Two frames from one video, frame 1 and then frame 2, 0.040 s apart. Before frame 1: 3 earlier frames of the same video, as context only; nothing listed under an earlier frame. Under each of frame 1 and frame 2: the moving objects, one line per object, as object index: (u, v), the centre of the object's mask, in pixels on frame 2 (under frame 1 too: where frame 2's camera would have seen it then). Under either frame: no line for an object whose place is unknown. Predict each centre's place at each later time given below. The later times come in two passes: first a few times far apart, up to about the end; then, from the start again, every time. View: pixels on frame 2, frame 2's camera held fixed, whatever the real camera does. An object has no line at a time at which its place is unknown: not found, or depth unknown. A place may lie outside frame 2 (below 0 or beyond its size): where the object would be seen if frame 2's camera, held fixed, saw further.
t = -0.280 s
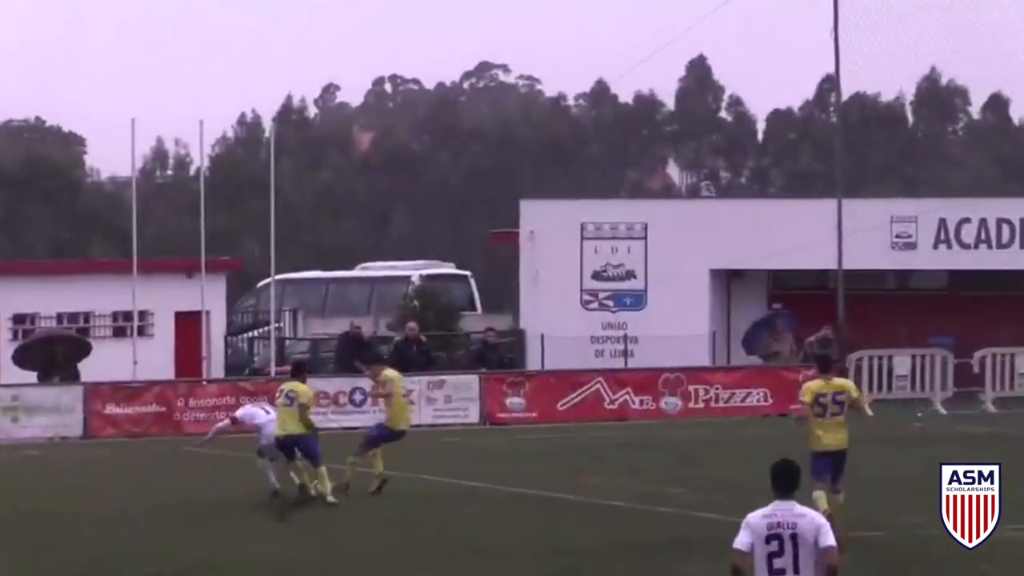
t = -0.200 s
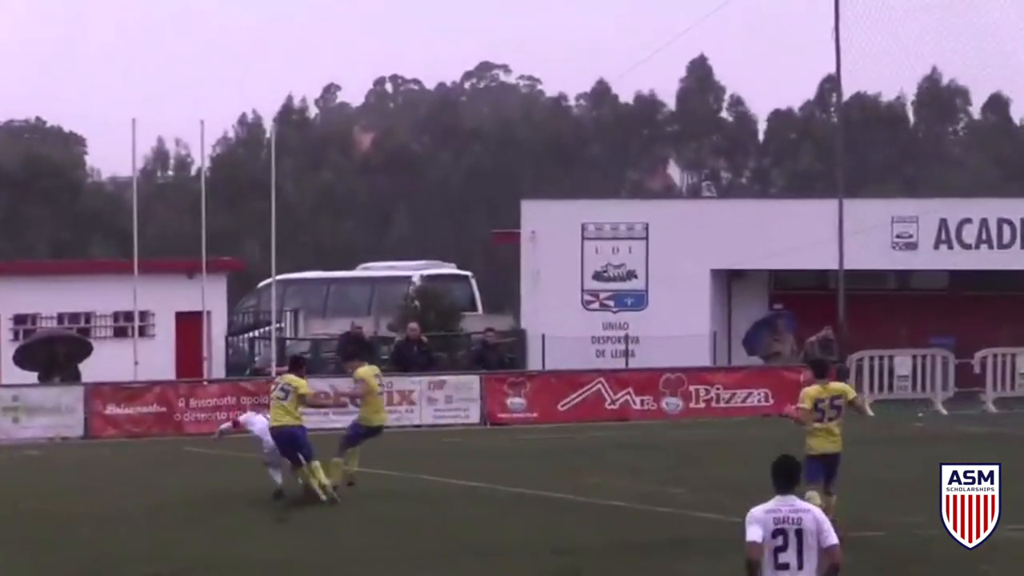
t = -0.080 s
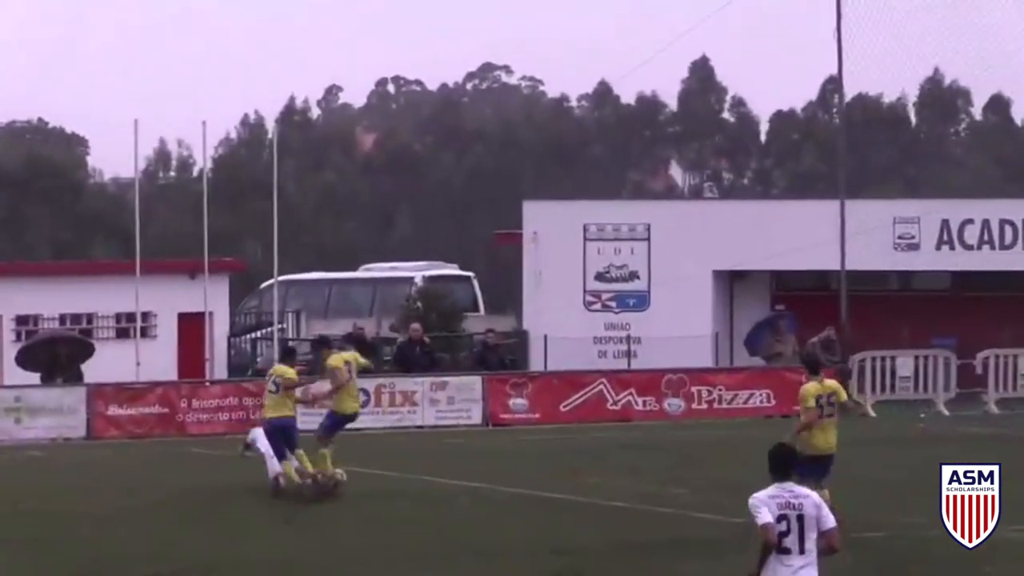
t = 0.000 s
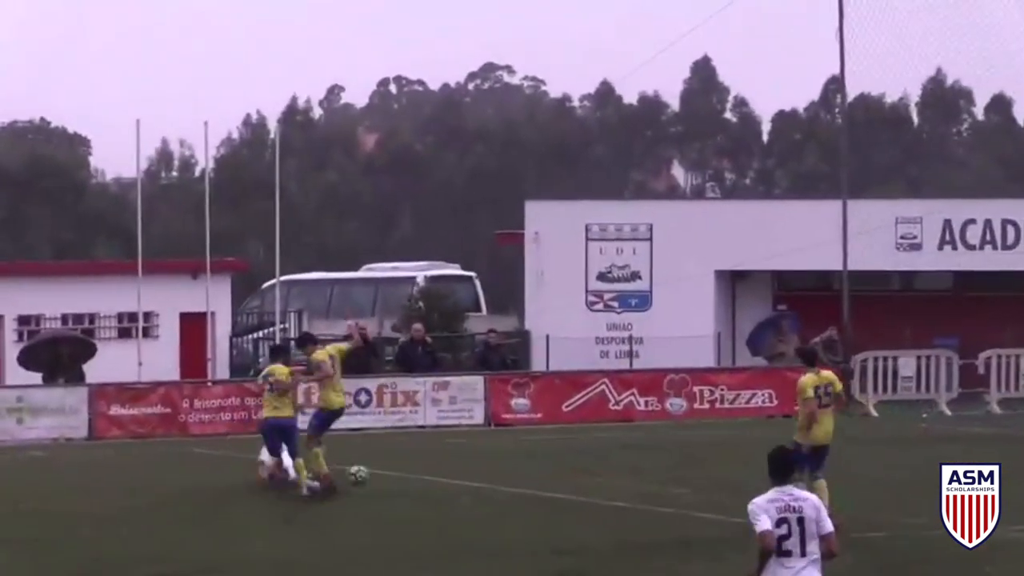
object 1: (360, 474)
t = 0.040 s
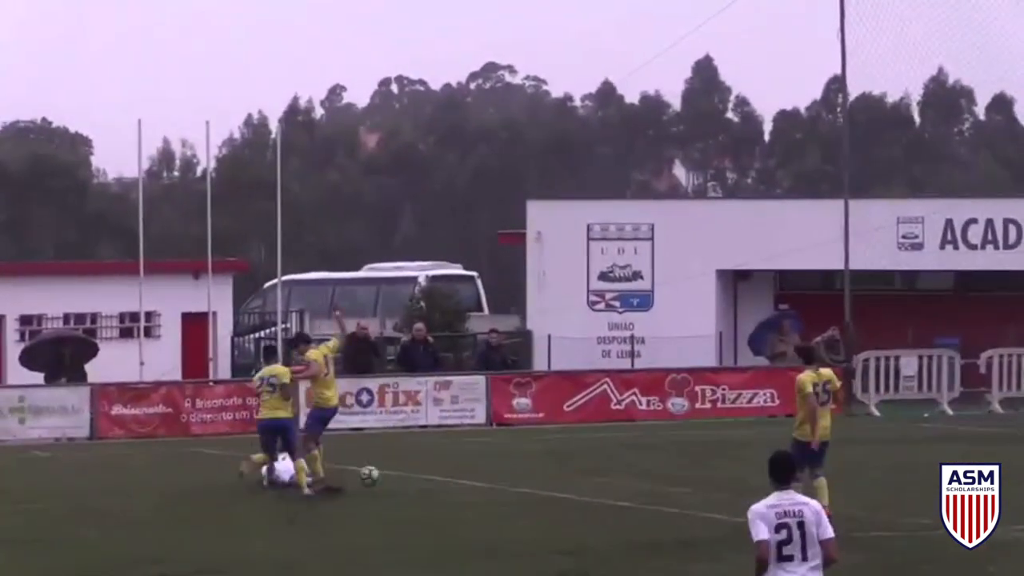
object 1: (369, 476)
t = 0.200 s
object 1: (399, 474)
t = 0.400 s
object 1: (424, 475)
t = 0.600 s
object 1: (440, 474)
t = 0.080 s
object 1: (379, 477)
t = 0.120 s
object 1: (388, 480)
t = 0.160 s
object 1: (394, 477)
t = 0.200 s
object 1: (399, 474)
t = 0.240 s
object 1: (405, 475)
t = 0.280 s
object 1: (409, 477)
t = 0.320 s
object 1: (414, 478)
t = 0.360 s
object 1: (418, 475)
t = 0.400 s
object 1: (424, 475)
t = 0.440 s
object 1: (425, 475)
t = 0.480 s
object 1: (430, 474)
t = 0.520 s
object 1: (434, 474)
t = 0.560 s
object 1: (436, 475)
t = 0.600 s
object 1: (440, 474)
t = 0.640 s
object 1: (444, 474)
